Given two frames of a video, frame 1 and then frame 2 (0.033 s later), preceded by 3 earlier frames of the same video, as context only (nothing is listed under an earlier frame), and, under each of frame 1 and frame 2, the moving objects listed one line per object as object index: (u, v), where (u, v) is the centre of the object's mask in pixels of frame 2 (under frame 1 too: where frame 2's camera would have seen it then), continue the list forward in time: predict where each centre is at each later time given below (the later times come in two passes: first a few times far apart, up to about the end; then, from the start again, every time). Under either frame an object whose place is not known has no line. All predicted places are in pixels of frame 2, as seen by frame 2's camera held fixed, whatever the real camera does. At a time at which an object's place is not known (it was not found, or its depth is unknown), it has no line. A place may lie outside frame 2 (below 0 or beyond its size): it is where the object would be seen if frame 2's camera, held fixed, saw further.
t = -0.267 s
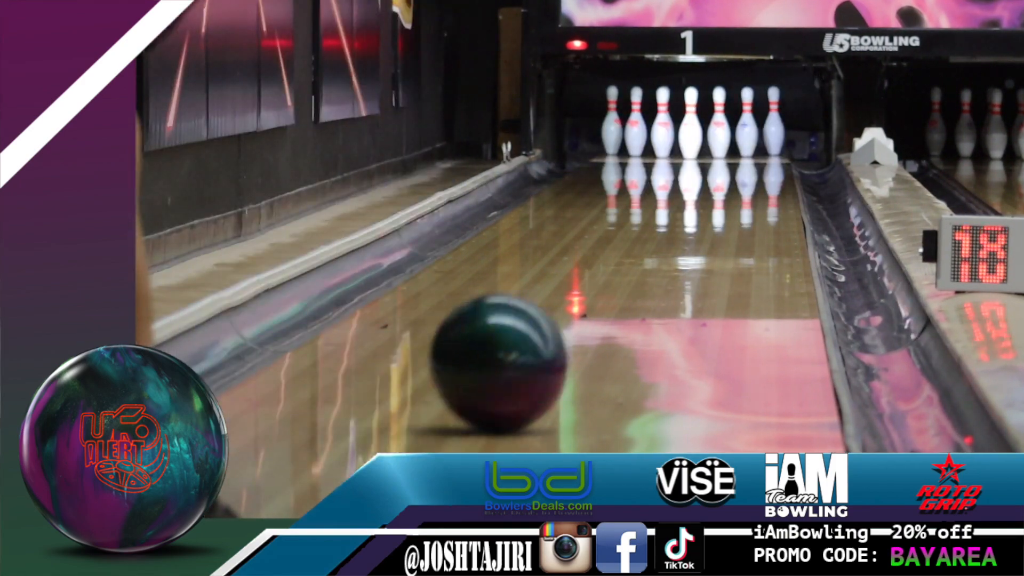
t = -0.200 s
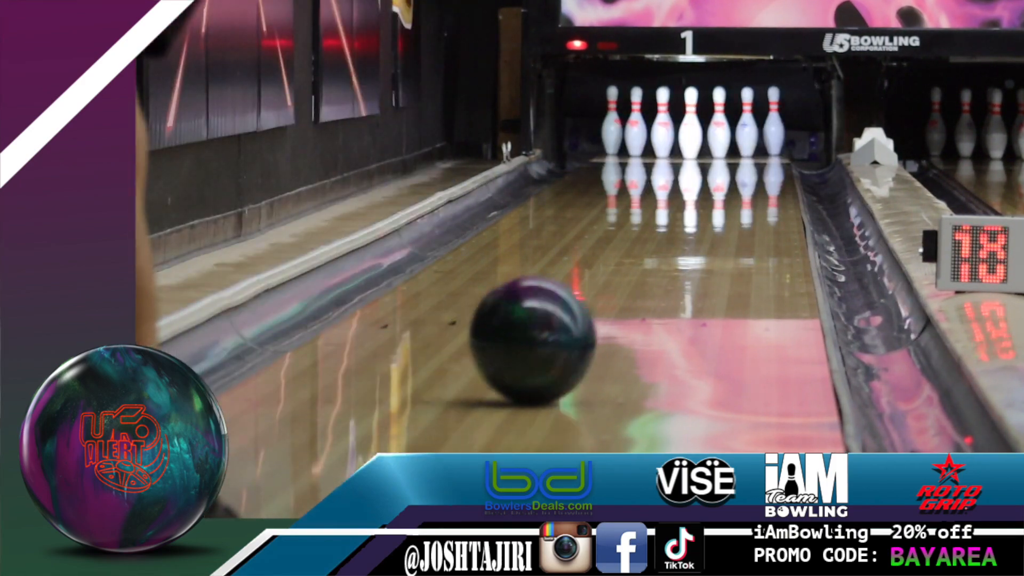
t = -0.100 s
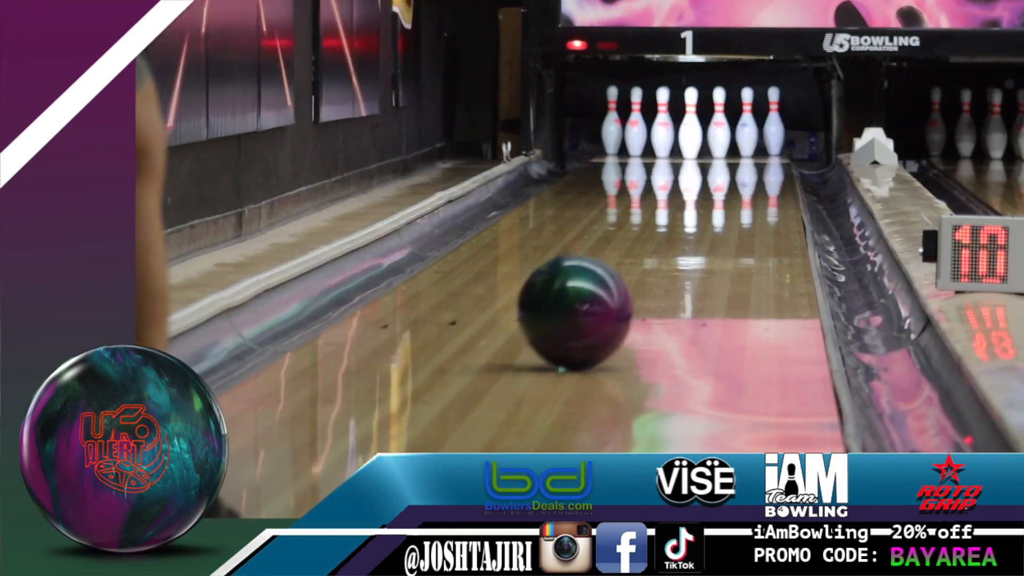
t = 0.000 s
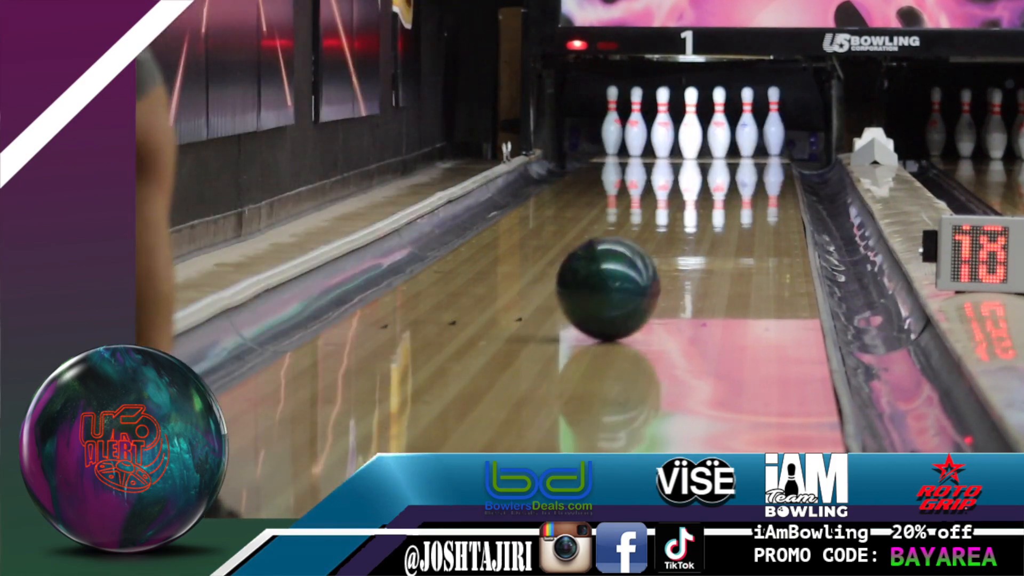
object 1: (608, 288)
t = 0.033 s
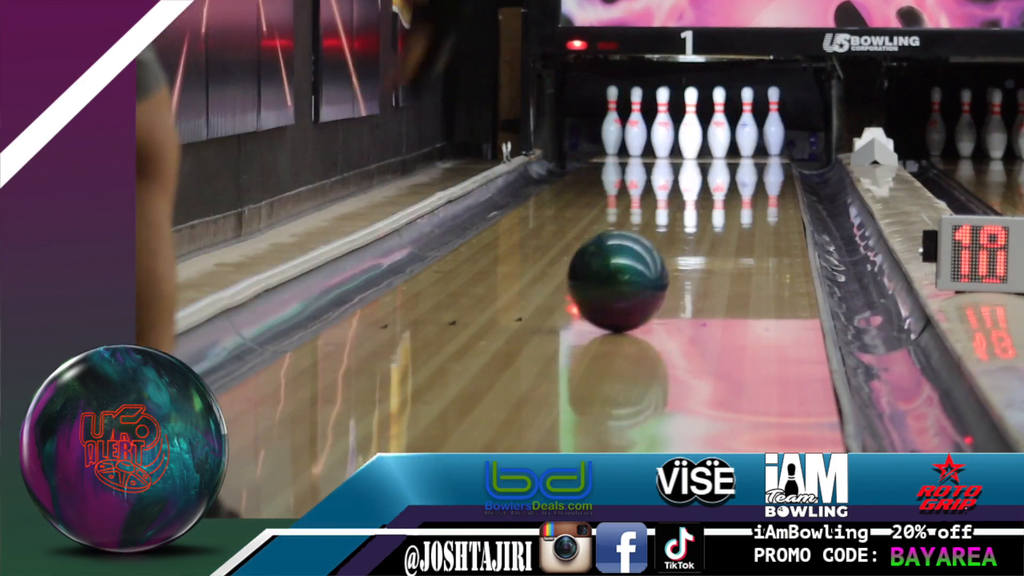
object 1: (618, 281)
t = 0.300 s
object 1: (676, 238)
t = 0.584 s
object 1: (714, 205)
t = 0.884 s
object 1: (737, 180)
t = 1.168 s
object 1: (749, 163)
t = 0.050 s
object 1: (622, 278)
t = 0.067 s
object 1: (626, 275)
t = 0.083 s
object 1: (631, 271)
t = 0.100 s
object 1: (634, 268)
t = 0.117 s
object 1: (639, 265)
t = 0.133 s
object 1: (643, 263)
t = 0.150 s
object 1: (646, 260)
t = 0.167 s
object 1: (650, 257)
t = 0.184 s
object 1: (654, 255)
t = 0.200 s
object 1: (657, 252)
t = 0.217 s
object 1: (660, 250)
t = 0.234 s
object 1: (664, 247)
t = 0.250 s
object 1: (667, 244)
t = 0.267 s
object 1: (670, 242)
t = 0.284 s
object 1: (673, 240)
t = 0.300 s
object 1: (676, 238)
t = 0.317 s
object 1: (678, 236)
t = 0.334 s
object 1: (681, 233)
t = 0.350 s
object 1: (684, 231)
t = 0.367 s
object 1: (686, 229)
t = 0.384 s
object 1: (689, 227)
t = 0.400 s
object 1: (691, 224)
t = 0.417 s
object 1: (693, 222)
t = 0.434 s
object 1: (696, 220)
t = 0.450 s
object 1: (698, 219)
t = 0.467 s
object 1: (700, 217)
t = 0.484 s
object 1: (702, 215)
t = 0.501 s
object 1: (704, 213)
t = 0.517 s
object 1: (706, 211)
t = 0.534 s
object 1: (708, 210)
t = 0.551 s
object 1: (710, 208)
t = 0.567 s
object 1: (712, 206)
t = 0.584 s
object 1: (714, 205)
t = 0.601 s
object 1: (716, 203)
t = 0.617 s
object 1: (717, 202)
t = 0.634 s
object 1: (719, 200)
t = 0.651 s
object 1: (720, 199)
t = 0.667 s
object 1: (722, 197)
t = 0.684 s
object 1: (724, 196)
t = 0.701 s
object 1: (725, 195)
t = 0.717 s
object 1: (726, 193)
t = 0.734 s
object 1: (728, 192)
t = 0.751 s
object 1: (729, 191)
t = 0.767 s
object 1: (730, 189)
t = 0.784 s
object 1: (732, 188)
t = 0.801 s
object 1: (733, 186)
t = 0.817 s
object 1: (734, 185)
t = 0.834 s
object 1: (735, 184)
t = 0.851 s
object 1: (736, 183)
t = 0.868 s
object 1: (737, 181)
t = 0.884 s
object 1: (737, 180)
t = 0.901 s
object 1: (739, 179)
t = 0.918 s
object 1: (740, 178)
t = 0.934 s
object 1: (741, 177)
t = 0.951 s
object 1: (742, 176)
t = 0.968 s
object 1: (742, 175)
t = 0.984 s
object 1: (743, 174)
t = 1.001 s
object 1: (744, 173)
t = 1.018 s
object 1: (745, 171)
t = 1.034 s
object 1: (745, 171)
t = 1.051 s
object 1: (746, 170)
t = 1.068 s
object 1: (746, 169)
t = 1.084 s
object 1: (747, 168)
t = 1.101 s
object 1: (747, 167)
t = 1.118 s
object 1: (748, 166)
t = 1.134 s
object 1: (748, 165)
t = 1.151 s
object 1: (749, 164)
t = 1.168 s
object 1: (749, 163)
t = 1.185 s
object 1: (749, 163)
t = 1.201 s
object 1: (749, 162)
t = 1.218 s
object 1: (749, 161)
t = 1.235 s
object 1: (749, 160)
